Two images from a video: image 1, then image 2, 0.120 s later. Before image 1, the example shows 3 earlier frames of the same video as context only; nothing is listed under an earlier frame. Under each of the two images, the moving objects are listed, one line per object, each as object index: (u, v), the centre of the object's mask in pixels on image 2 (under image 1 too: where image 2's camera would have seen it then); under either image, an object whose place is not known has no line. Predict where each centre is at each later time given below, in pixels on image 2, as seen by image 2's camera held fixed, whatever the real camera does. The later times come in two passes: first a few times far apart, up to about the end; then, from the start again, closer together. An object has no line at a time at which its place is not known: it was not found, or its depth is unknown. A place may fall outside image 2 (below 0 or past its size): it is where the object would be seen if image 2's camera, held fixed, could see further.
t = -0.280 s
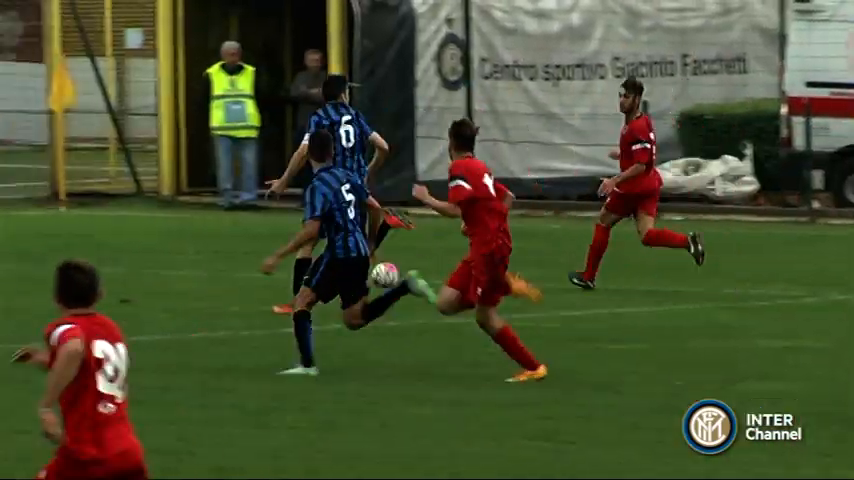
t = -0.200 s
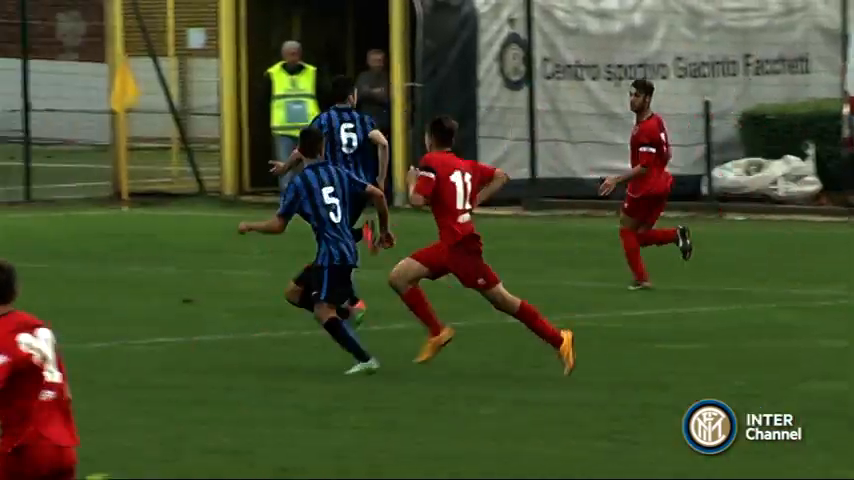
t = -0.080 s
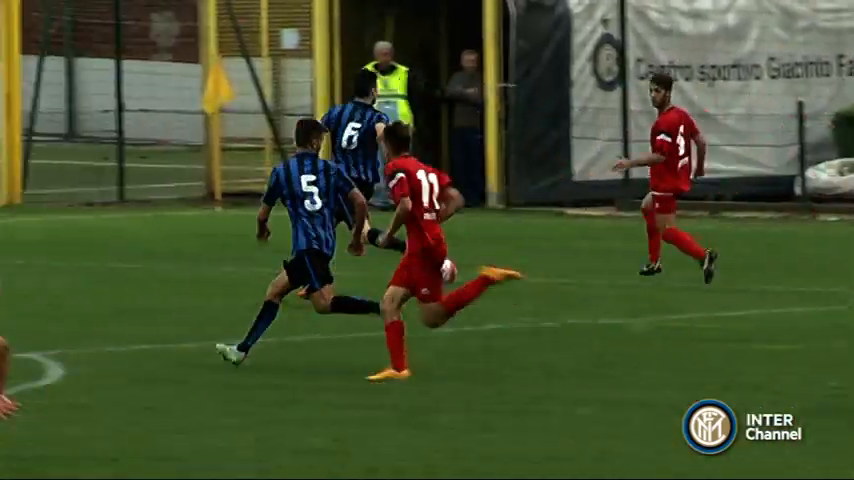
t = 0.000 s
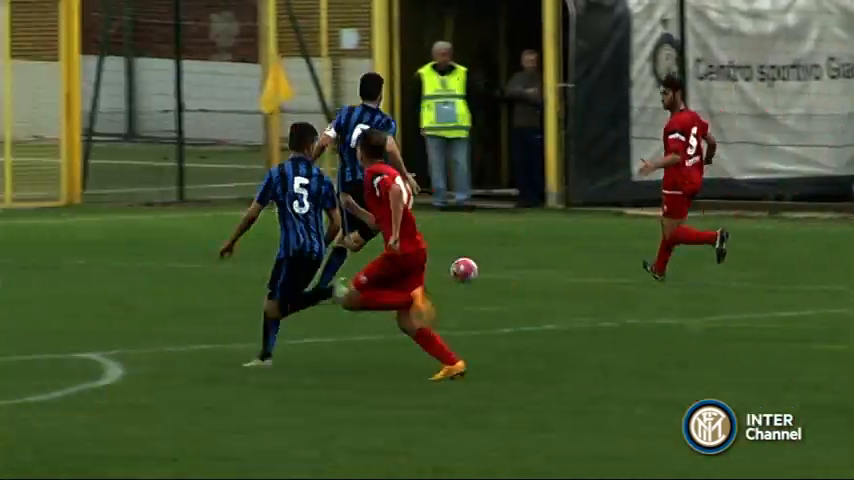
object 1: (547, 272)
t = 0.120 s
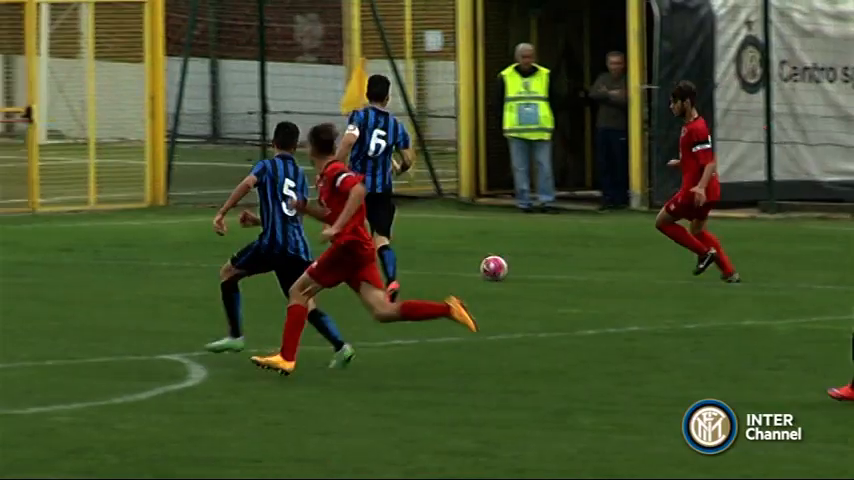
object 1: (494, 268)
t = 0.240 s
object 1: (444, 264)
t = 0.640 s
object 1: (288, 257)
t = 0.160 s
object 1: (477, 267)
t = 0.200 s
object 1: (460, 267)
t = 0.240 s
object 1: (444, 264)
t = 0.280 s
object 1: (428, 264)
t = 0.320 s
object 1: (411, 264)
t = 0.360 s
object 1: (396, 261)
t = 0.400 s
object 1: (381, 260)
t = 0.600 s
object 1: (302, 258)
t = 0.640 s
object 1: (288, 257)
